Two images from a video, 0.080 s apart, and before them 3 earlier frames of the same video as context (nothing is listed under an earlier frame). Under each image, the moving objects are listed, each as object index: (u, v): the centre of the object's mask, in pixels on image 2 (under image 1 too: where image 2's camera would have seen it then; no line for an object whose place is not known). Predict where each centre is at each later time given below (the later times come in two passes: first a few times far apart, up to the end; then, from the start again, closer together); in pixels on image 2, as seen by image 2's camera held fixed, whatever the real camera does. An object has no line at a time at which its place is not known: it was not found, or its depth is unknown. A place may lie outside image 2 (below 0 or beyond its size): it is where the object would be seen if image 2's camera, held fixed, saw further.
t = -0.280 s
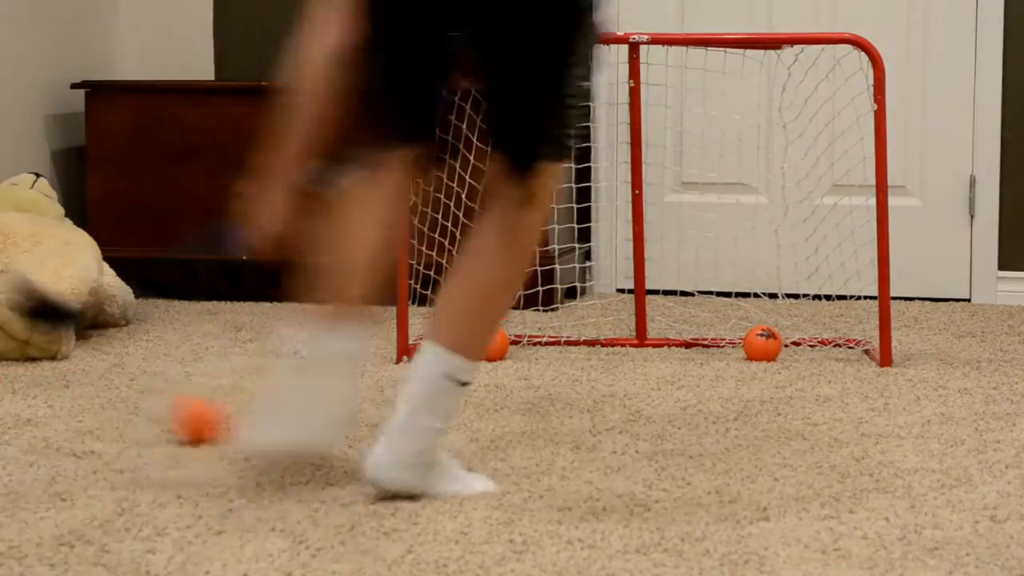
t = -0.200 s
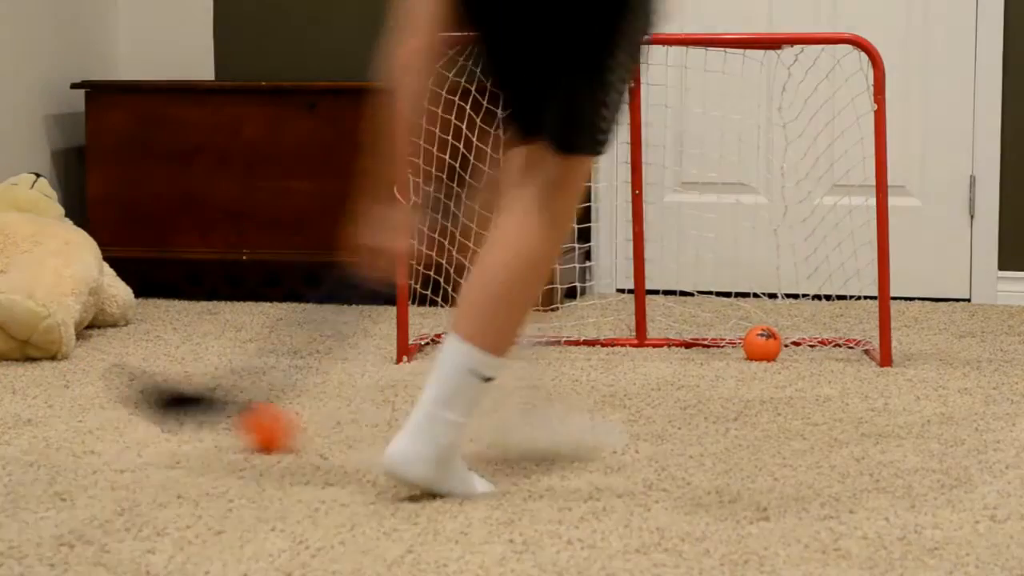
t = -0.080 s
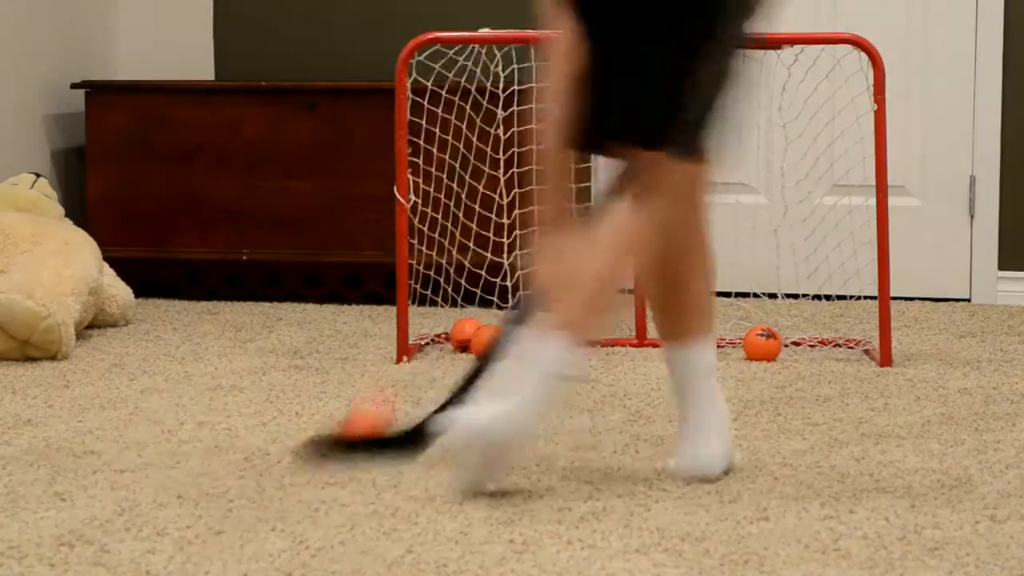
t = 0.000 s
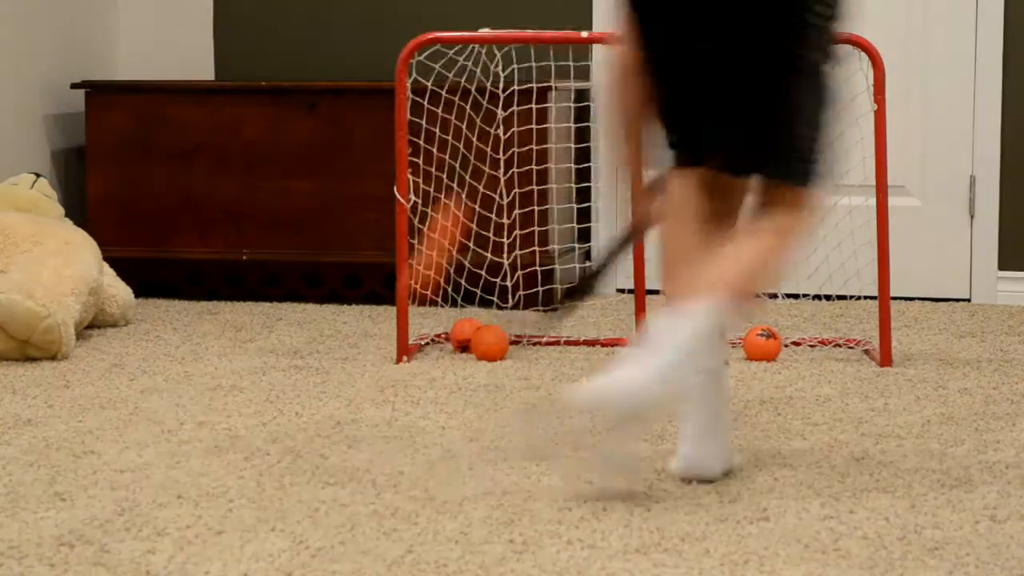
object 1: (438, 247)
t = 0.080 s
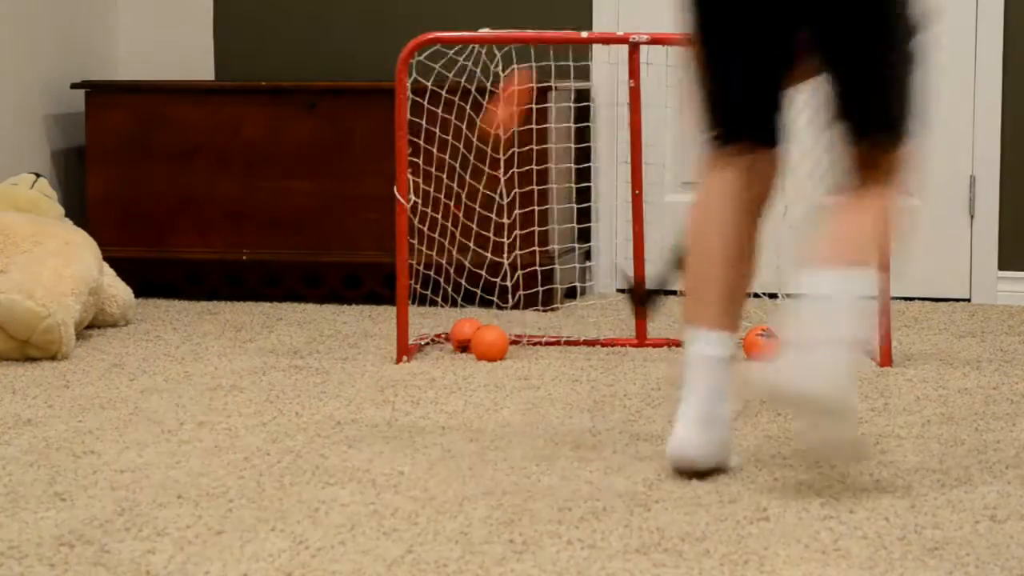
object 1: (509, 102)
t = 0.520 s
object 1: (594, 315)
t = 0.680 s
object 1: (601, 311)
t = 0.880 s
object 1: (607, 323)
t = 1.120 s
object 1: (599, 324)
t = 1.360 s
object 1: (600, 324)
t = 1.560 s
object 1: (600, 324)
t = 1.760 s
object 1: (600, 324)
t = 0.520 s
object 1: (594, 315)
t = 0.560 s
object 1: (595, 312)
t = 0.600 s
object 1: (596, 306)
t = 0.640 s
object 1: (598, 306)
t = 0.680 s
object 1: (601, 311)
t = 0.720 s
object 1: (604, 320)
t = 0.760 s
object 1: (606, 322)
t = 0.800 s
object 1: (607, 322)
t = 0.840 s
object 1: (607, 323)
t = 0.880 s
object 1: (607, 323)
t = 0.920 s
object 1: (606, 323)
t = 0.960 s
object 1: (604, 323)
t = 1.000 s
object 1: (602, 324)
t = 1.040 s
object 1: (601, 324)
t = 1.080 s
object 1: (600, 324)
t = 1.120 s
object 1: (599, 324)
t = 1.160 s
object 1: (599, 324)
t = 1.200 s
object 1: (599, 324)
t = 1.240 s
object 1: (600, 324)
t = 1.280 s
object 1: (600, 324)
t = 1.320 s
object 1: (600, 324)
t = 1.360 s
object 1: (600, 324)
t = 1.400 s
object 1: (600, 324)
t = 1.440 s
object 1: (600, 324)
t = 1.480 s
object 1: (600, 324)
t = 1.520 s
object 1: (600, 324)
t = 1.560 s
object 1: (600, 324)
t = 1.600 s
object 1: (600, 324)
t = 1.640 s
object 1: (600, 324)
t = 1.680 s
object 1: (600, 324)
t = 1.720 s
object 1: (600, 324)
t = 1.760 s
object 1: (600, 324)
